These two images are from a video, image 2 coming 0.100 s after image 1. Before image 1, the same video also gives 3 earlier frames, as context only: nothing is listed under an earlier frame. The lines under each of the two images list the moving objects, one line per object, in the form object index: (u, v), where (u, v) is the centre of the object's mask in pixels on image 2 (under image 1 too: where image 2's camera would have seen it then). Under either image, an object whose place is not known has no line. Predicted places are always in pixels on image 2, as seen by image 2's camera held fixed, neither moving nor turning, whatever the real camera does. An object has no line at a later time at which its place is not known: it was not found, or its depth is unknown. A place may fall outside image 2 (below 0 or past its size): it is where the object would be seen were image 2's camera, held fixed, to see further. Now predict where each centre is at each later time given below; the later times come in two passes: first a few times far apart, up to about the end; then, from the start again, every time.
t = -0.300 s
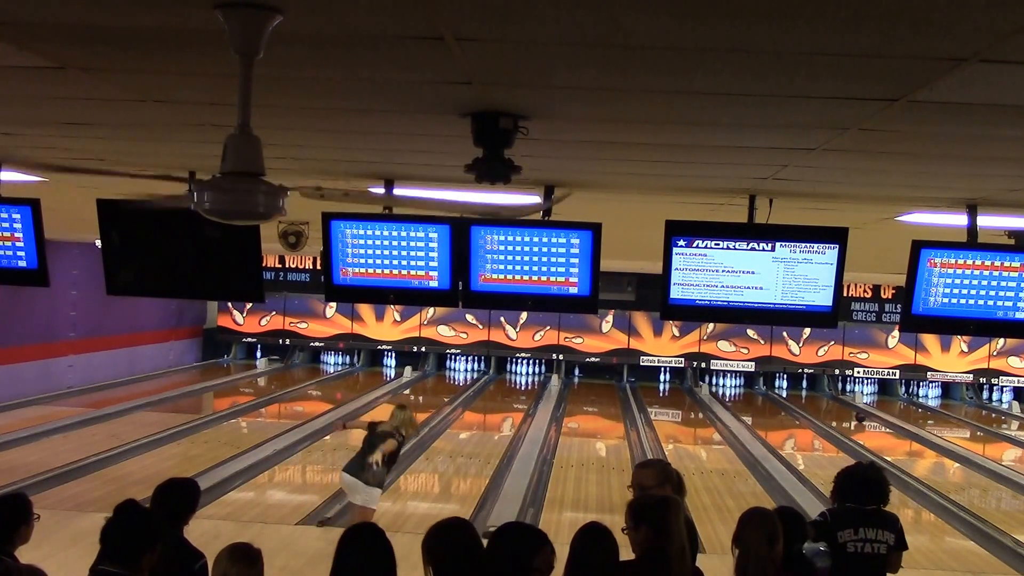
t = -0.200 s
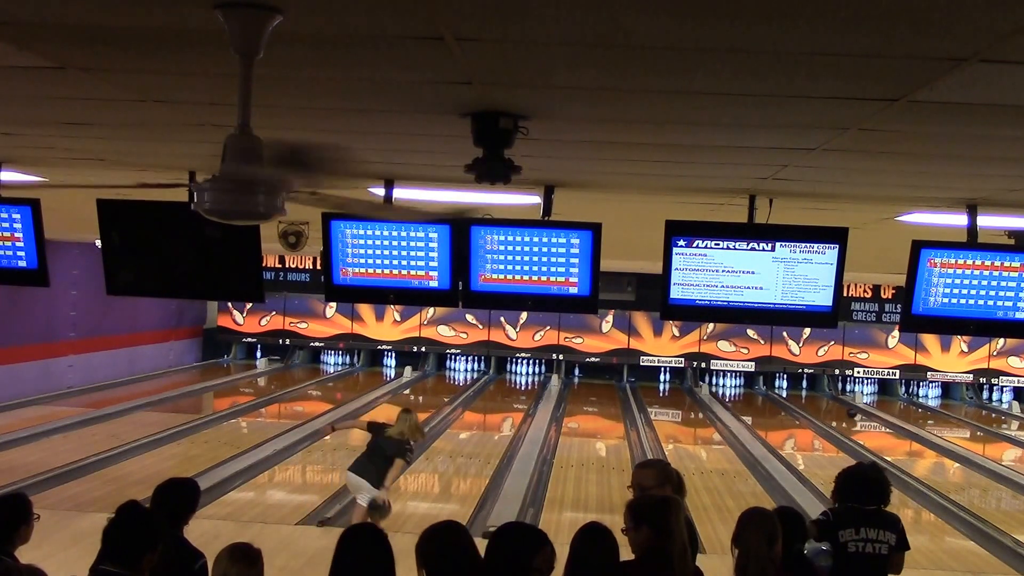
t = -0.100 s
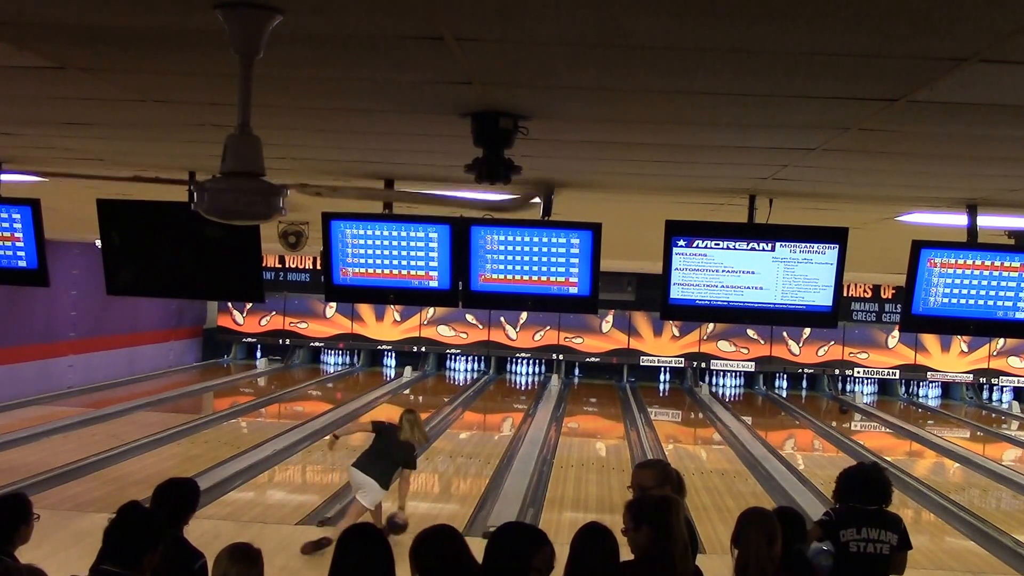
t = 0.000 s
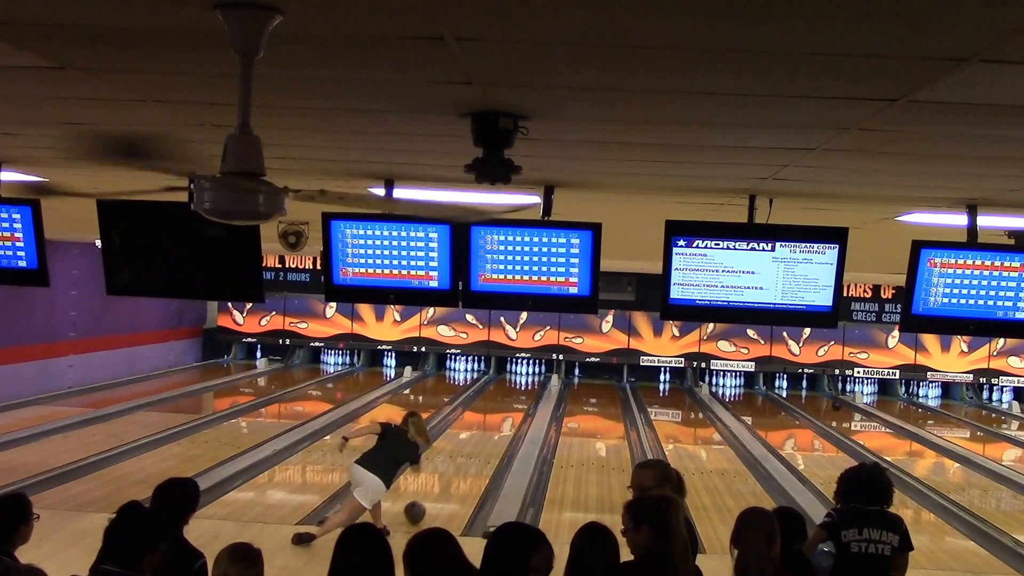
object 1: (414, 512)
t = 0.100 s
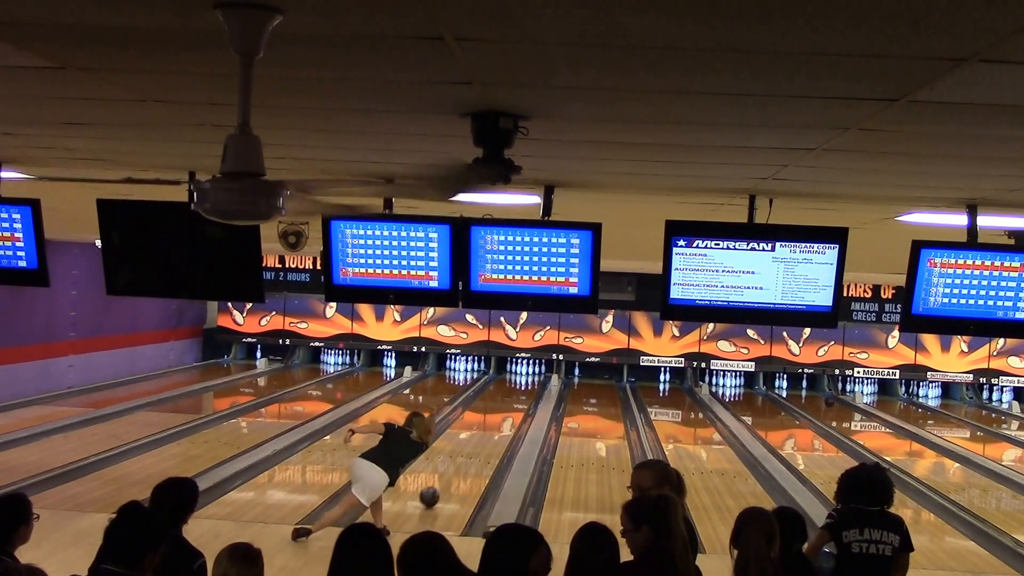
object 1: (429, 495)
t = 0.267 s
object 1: (449, 476)
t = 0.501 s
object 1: (472, 452)
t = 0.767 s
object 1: (491, 432)
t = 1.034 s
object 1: (505, 418)
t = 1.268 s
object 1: (514, 406)
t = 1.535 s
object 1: (523, 395)
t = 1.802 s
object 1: (527, 386)
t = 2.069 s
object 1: (528, 379)
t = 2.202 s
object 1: (528, 376)
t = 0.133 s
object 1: (434, 492)
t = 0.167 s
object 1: (438, 488)
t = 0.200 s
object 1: (442, 484)
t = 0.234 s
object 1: (446, 480)
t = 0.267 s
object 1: (449, 476)
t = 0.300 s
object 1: (453, 472)
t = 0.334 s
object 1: (457, 469)
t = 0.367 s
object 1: (460, 465)
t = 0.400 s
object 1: (463, 462)
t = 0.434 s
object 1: (466, 459)
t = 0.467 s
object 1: (469, 456)
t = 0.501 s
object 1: (472, 452)
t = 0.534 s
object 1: (475, 450)
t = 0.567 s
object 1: (477, 447)
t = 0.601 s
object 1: (480, 444)
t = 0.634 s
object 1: (482, 441)
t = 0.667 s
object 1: (484, 439)
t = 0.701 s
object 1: (487, 437)
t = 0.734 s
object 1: (489, 434)
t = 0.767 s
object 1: (491, 432)
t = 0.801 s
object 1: (493, 430)
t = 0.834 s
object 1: (495, 428)
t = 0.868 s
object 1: (497, 426)
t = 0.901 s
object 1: (498, 425)
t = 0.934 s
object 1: (500, 423)
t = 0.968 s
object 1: (502, 421)
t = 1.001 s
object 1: (503, 419)
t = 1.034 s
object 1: (505, 418)
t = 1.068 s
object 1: (506, 415)
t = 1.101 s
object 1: (508, 413)
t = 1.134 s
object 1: (509, 412)
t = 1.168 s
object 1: (510, 410)
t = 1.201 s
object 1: (512, 408)
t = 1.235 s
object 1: (513, 407)
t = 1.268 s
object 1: (514, 406)
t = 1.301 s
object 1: (515, 404)
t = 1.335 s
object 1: (516, 402)
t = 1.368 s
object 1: (519, 401)
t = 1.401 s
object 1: (519, 400)
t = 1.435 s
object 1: (519, 399)
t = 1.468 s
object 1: (520, 398)
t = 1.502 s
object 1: (521, 397)
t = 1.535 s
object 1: (523, 395)
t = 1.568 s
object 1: (524, 393)
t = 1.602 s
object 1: (524, 392)
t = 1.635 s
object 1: (525, 391)
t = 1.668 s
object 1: (526, 390)
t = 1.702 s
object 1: (526, 389)
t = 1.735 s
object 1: (527, 388)
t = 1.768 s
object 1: (528, 386)
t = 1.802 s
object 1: (527, 386)
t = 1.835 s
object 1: (528, 385)
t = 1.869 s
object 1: (529, 384)
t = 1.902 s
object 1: (528, 383)
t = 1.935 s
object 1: (529, 382)
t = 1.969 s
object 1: (529, 381)
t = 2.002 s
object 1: (529, 380)
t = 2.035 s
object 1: (528, 380)
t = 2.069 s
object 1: (528, 379)
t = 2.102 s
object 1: (528, 379)
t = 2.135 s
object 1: (528, 378)
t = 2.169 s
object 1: (527, 377)
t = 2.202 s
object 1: (528, 376)
